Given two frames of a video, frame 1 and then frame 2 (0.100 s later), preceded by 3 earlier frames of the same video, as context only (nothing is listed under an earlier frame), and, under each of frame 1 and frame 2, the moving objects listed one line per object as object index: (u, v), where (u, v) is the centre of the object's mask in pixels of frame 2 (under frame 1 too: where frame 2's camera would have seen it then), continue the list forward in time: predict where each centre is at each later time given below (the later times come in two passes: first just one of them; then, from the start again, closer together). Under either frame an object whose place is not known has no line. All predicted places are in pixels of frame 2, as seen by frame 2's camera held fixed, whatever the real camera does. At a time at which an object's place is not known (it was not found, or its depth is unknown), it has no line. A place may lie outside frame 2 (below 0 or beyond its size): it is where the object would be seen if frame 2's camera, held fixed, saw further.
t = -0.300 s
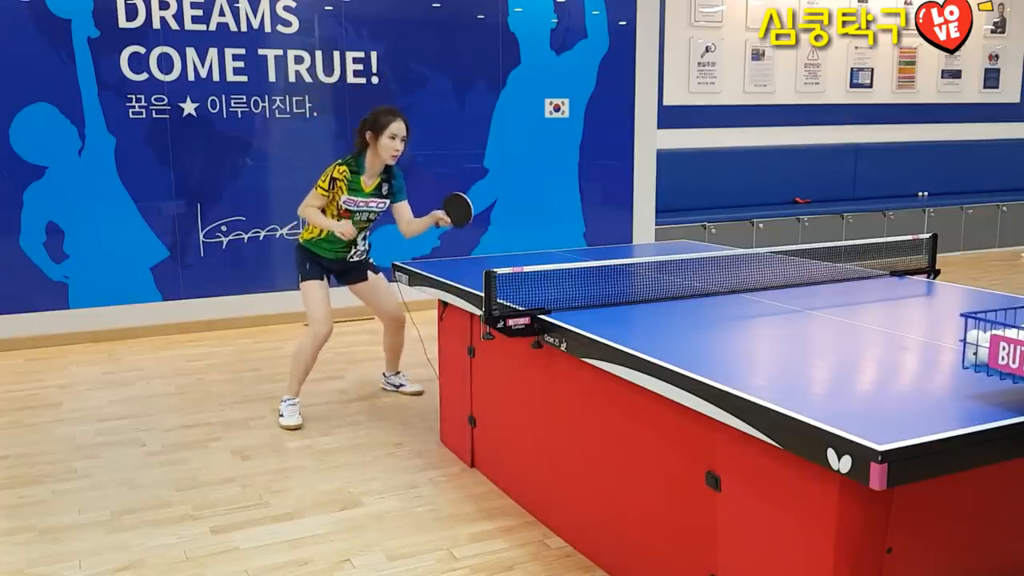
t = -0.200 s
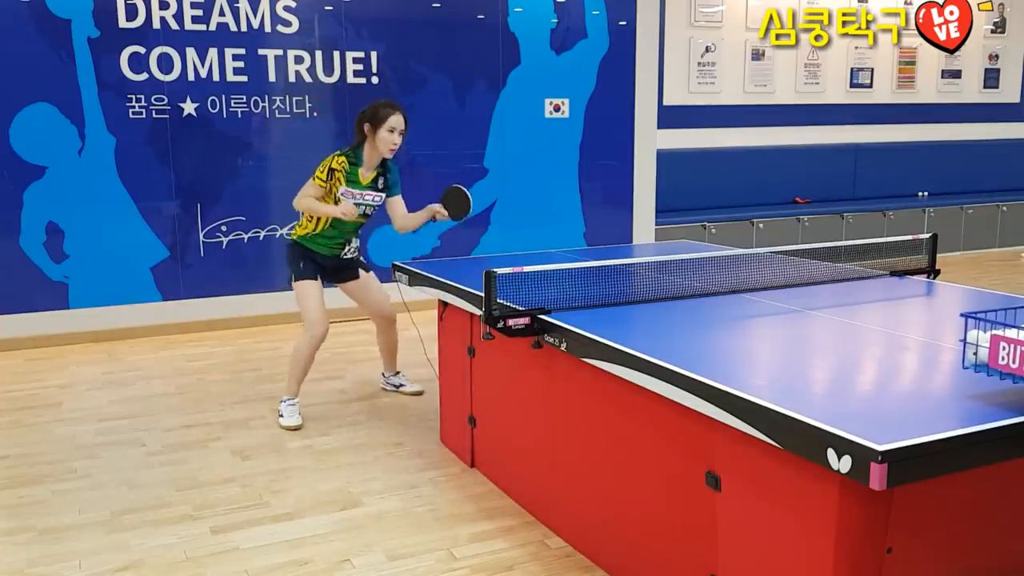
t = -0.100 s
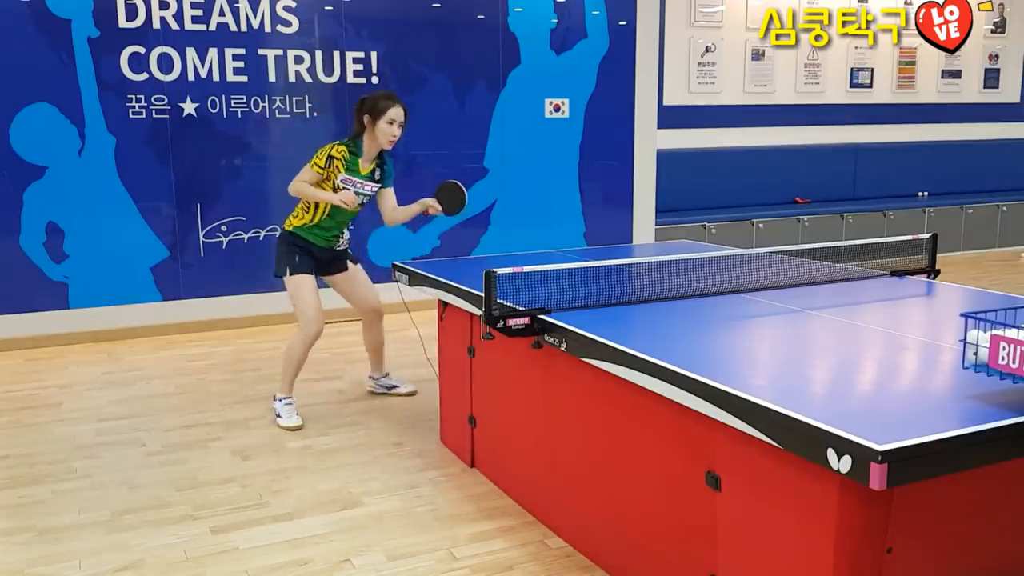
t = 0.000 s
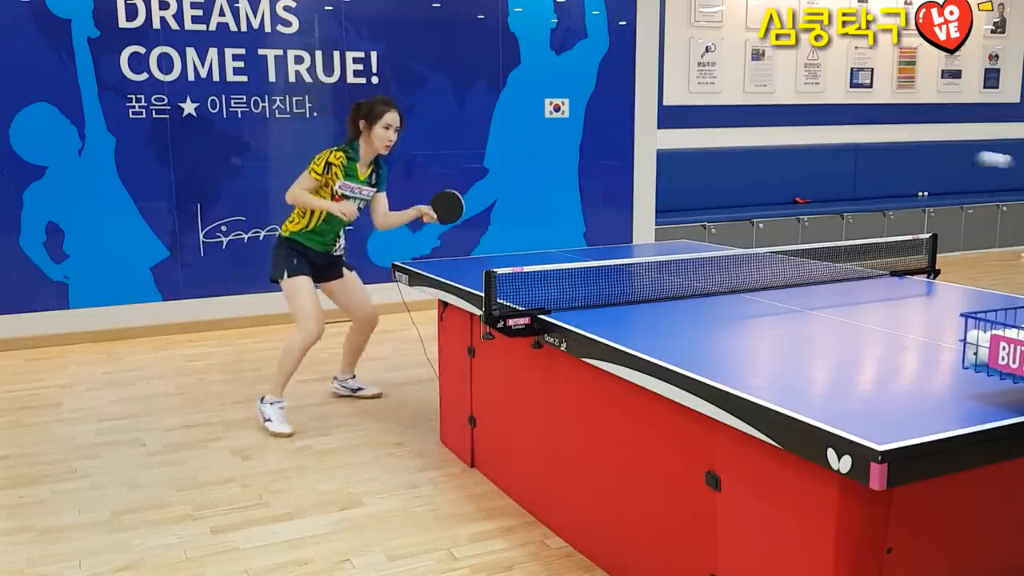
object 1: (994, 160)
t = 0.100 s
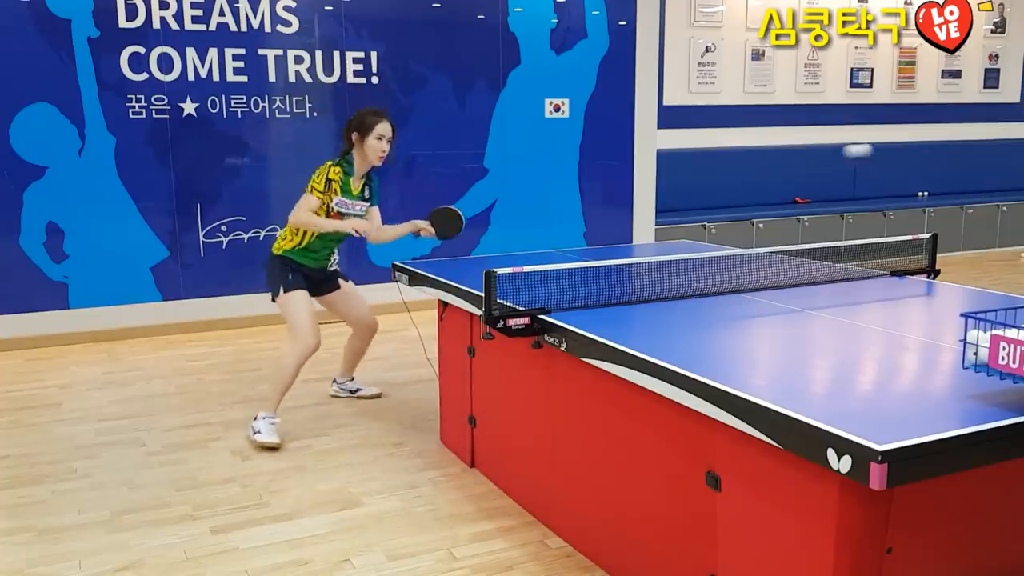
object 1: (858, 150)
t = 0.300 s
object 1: (656, 204)
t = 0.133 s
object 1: (818, 154)
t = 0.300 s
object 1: (656, 204)
